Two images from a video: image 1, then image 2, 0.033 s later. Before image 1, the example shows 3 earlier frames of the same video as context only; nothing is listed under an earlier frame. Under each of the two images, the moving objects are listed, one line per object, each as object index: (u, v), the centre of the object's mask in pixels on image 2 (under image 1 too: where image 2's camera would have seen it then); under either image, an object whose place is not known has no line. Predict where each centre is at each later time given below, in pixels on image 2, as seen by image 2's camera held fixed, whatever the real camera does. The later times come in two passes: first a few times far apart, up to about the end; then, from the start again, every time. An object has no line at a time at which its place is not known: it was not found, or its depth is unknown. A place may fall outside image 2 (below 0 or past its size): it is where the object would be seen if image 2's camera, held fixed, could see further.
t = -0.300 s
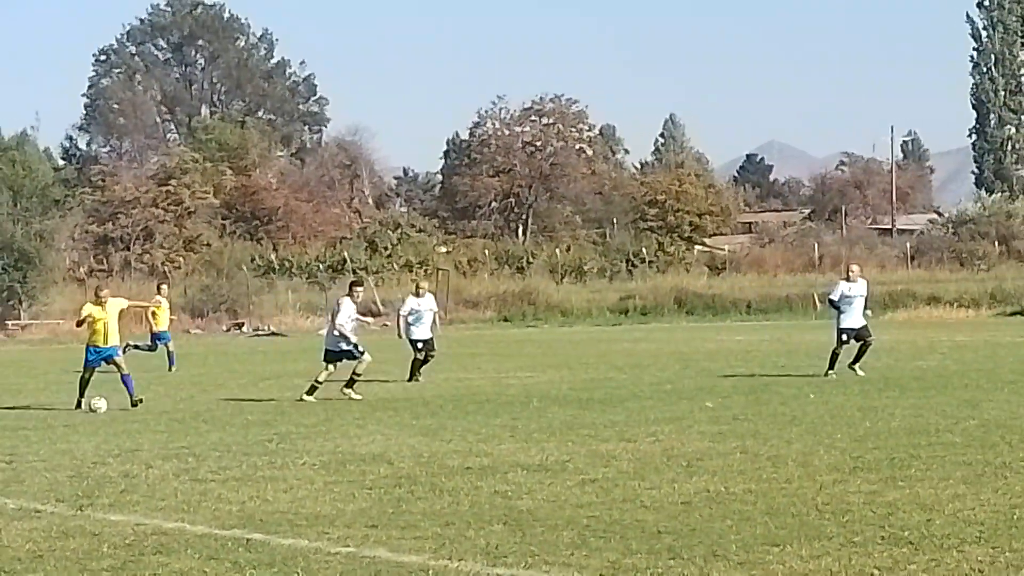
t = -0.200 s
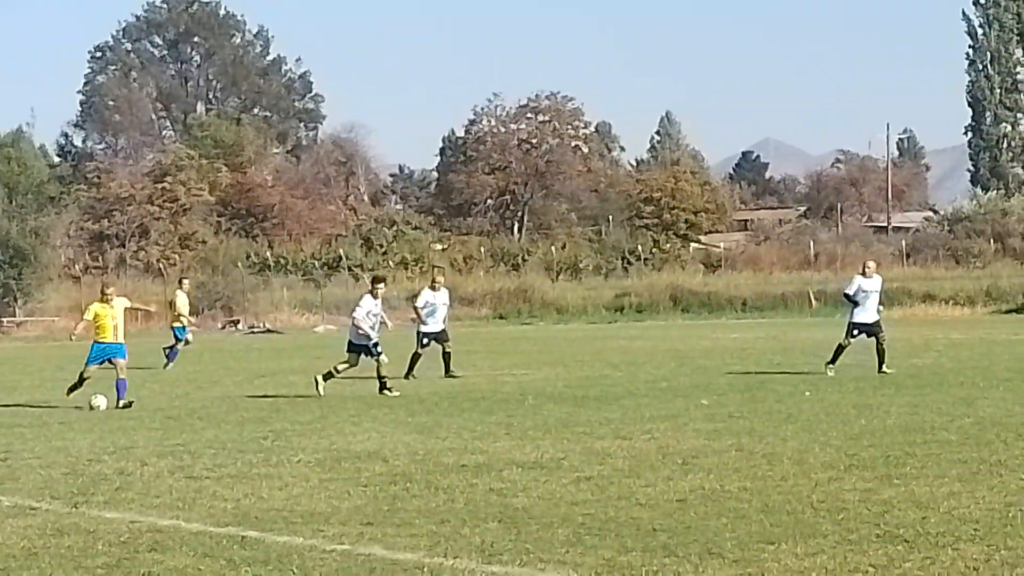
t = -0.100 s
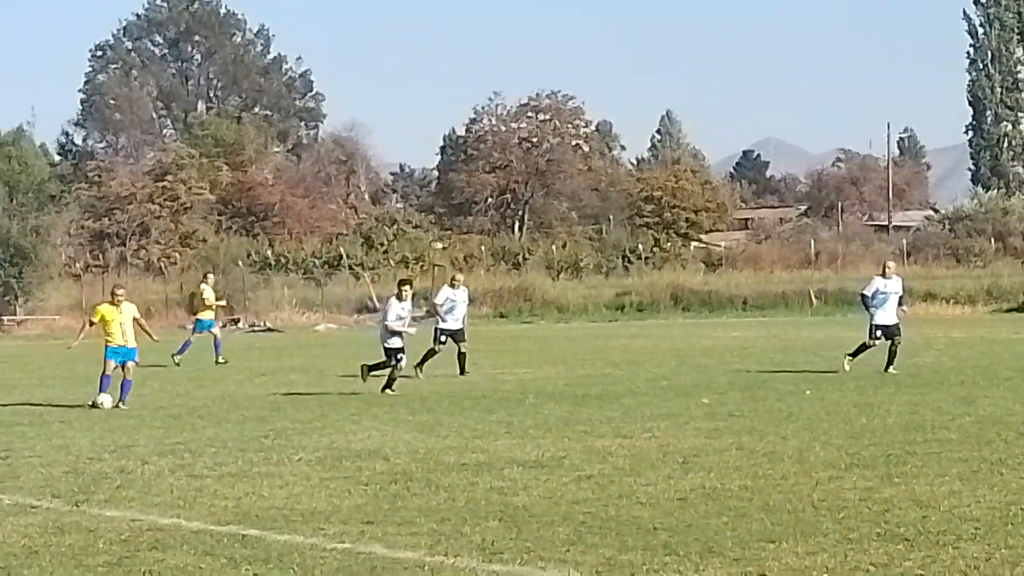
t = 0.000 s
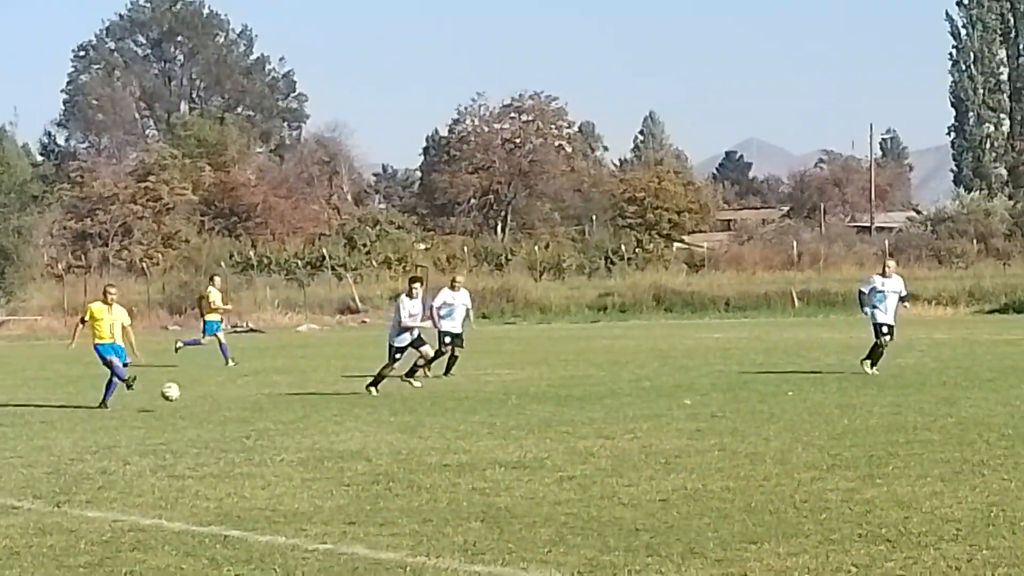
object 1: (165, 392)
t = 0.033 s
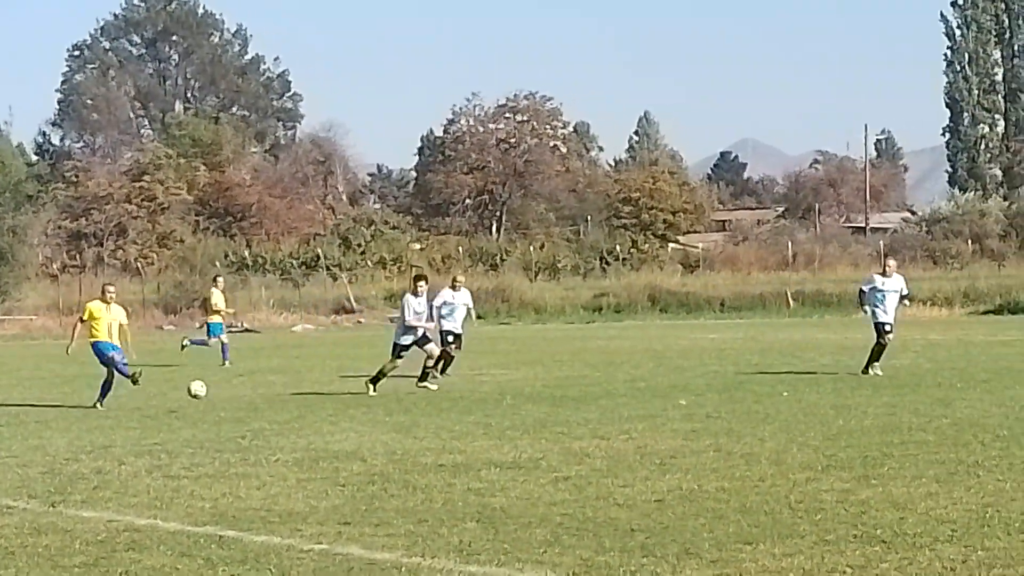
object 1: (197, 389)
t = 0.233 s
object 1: (402, 396)
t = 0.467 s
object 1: (645, 386)
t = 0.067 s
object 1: (229, 388)
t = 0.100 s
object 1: (262, 387)
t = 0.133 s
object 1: (296, 388)
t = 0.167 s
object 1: (331, 390)
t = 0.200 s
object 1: (366, 392)
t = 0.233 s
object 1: (402, 396)
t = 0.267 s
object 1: (438, 401)
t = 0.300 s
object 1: (476, 407)
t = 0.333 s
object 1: (511, 408)
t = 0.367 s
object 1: (545, 401)
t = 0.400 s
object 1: (577, 395)
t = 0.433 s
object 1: (611, 390)
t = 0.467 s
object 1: (645, 386)
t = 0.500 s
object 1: (679, 383)
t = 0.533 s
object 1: (714, 382)
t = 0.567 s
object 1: (750, 382)
